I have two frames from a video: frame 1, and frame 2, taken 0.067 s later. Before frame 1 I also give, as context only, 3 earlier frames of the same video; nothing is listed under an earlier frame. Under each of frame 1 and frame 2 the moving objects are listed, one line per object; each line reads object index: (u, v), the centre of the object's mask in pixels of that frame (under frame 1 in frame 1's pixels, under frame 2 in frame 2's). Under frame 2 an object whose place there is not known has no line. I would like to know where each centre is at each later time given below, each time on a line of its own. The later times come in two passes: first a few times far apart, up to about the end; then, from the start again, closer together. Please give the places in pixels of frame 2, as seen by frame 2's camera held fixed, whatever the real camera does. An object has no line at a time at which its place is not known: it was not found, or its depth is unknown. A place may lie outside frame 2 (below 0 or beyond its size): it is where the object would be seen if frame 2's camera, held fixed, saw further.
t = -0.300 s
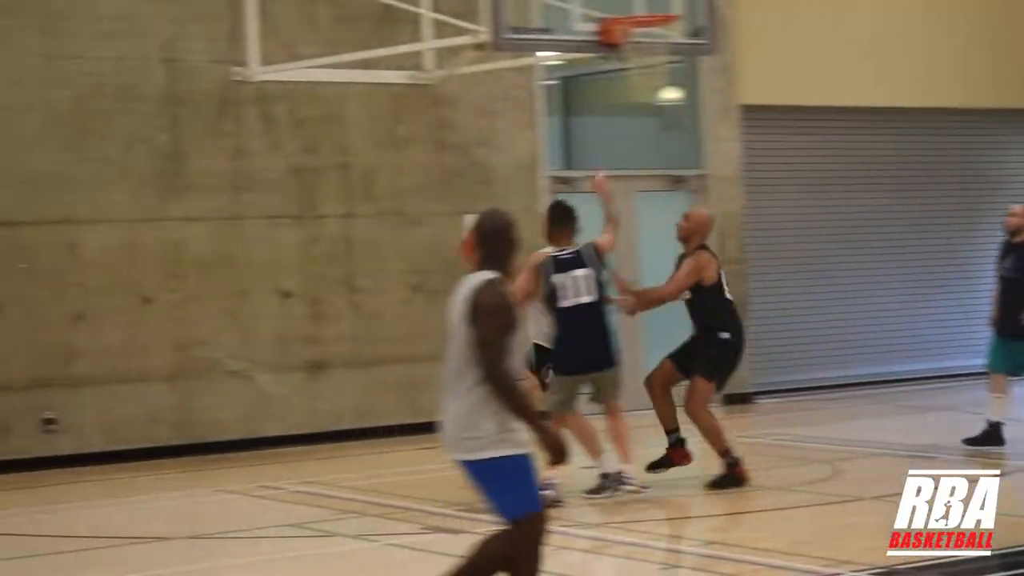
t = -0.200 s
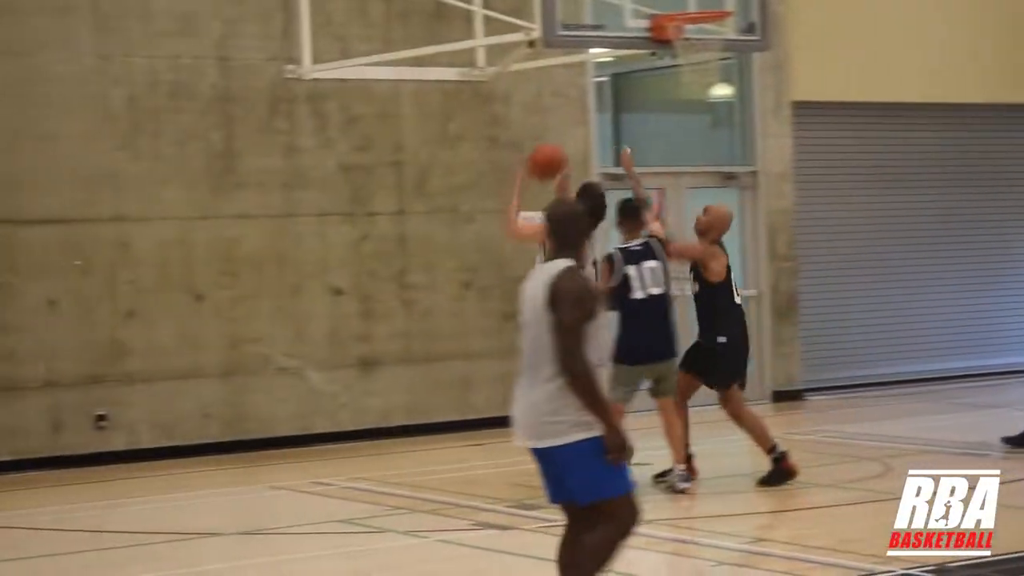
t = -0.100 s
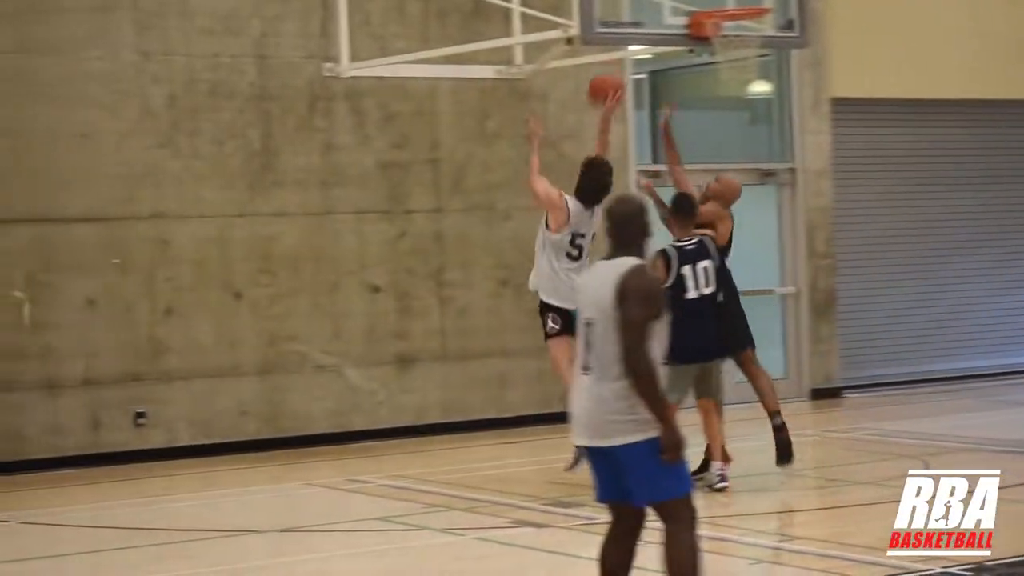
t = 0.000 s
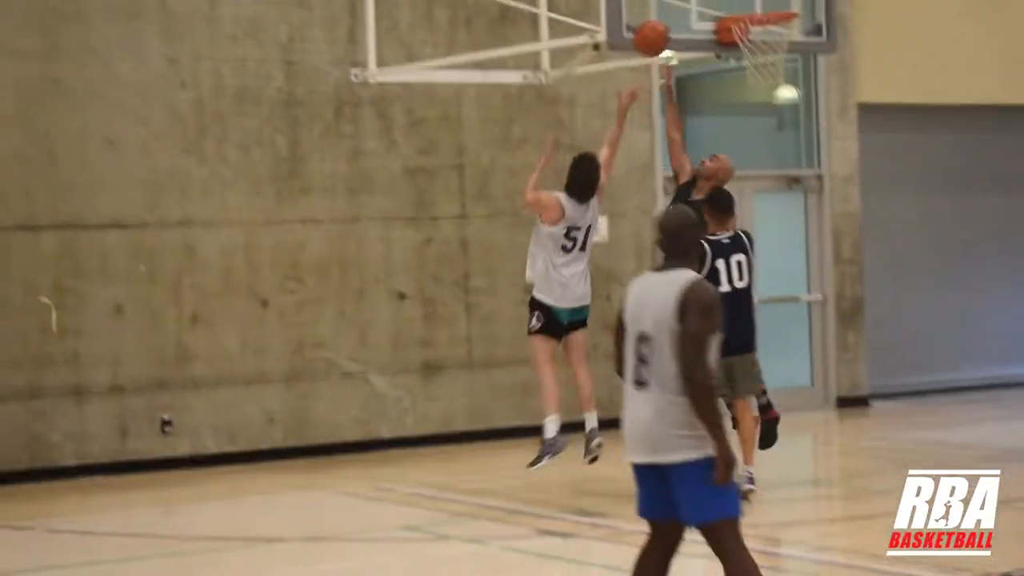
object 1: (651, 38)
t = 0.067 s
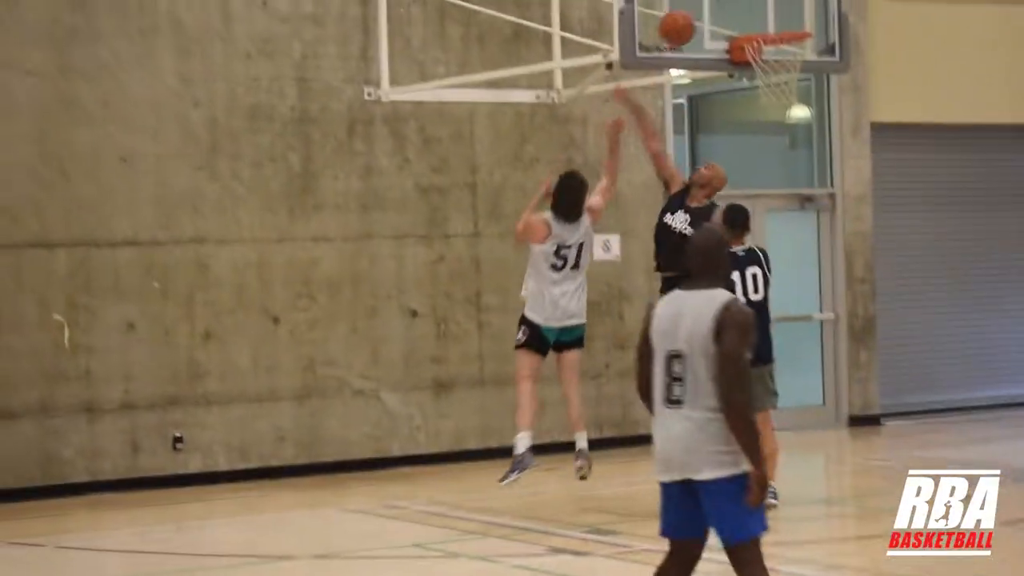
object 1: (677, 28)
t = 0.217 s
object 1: (705, -11)
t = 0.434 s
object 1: (747, -3)
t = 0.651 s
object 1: (792, 74)
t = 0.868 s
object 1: (814, 177)
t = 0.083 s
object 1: (680, 22)
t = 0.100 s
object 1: (683, 16)
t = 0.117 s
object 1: (686, 10)
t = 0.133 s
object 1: (689, 5)
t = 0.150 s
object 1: (692, 0)
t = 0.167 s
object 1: (696, -3)
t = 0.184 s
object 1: (698, -6)
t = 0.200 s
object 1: (701, -9)
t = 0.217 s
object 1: (705, -11)
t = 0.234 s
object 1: (708, -12)
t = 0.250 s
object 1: (710, -13)
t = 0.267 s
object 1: (713, -15)
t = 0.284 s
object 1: (717, -15)
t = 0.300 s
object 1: (721, -15)
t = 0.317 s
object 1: (724, -15)
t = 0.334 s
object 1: (727, -15)
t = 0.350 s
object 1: (731, -14)
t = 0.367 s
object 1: (734, -12)
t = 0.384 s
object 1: (737, -11)
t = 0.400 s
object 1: (741, -9)
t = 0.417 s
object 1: (744, -7)
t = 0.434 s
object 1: (747, -3)
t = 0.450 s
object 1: (751, 1)
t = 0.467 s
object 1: (754, 5)
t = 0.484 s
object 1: (758, 10)
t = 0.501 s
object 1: (762, 15)
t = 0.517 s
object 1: (765, 19)
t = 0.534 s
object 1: (768, 22)
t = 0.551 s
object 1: (772, 25)
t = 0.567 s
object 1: (775, 41)
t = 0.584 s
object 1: (779, 50)
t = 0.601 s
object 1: (784, 50)
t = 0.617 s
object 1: (787, 62)
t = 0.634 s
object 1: (789, 69)
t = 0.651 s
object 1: (792, 74)
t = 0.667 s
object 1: (795, 80)
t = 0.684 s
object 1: (797, 83)
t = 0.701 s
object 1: (797, 93)
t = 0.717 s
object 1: (798, 99)
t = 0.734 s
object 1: (799, 105)
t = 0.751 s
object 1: (801, 113)
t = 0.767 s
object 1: (803, 123)
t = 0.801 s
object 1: (806, 140)
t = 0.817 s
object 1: (809, 150)
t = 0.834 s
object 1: (810, 159)
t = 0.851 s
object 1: (814, 171)
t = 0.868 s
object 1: (814, 177)
